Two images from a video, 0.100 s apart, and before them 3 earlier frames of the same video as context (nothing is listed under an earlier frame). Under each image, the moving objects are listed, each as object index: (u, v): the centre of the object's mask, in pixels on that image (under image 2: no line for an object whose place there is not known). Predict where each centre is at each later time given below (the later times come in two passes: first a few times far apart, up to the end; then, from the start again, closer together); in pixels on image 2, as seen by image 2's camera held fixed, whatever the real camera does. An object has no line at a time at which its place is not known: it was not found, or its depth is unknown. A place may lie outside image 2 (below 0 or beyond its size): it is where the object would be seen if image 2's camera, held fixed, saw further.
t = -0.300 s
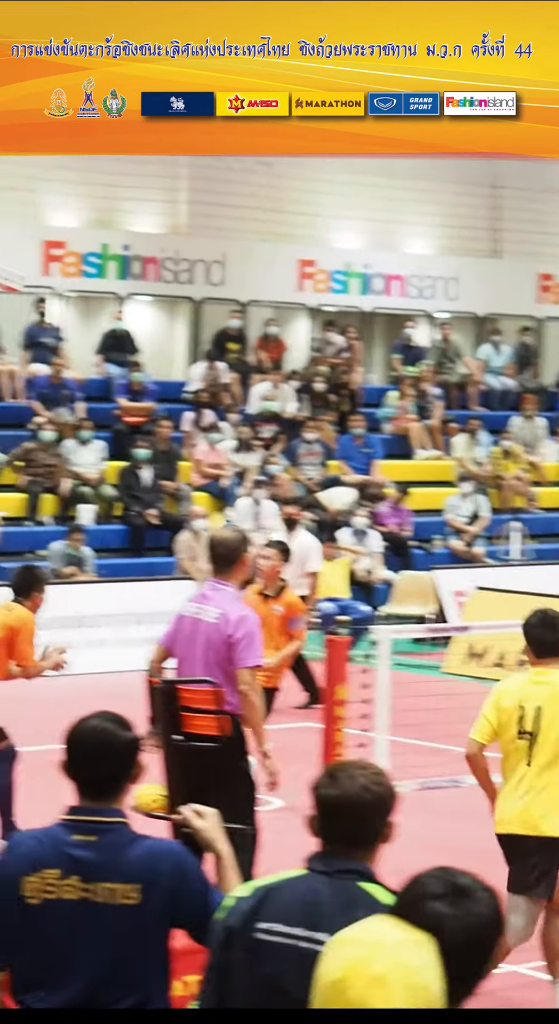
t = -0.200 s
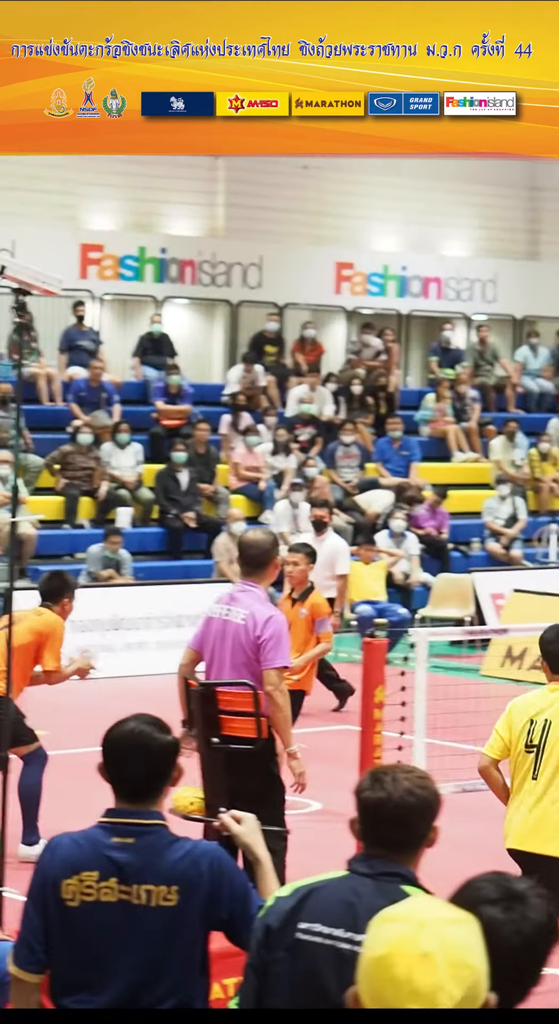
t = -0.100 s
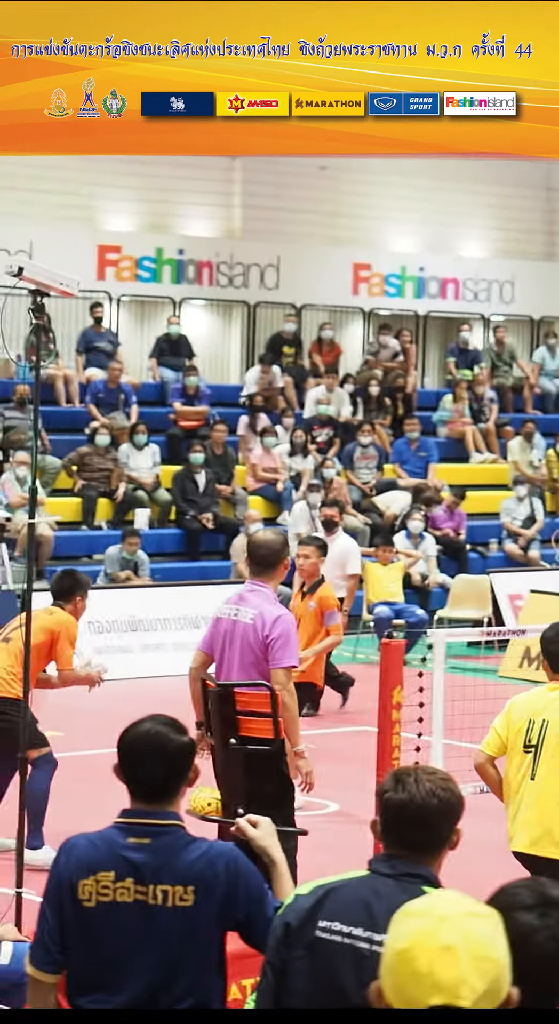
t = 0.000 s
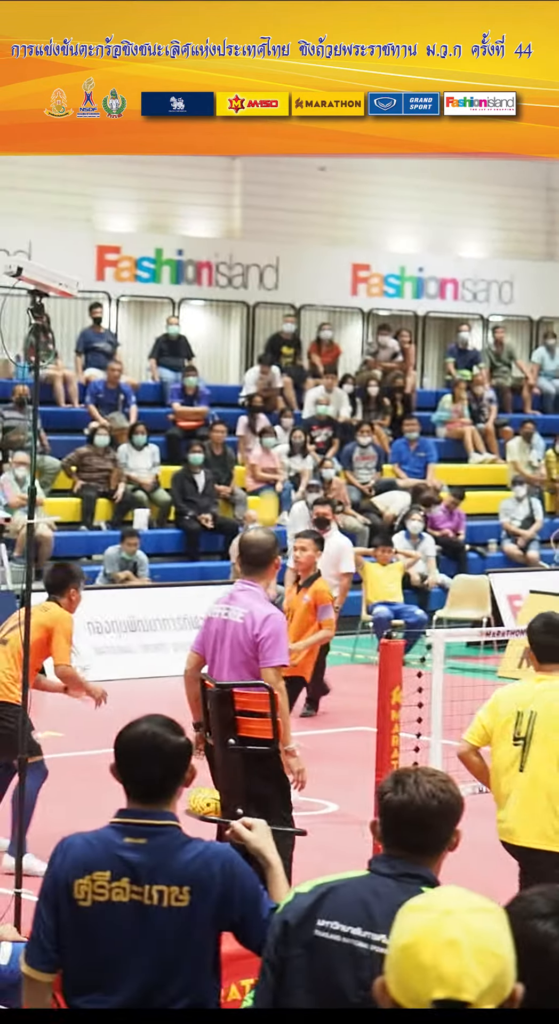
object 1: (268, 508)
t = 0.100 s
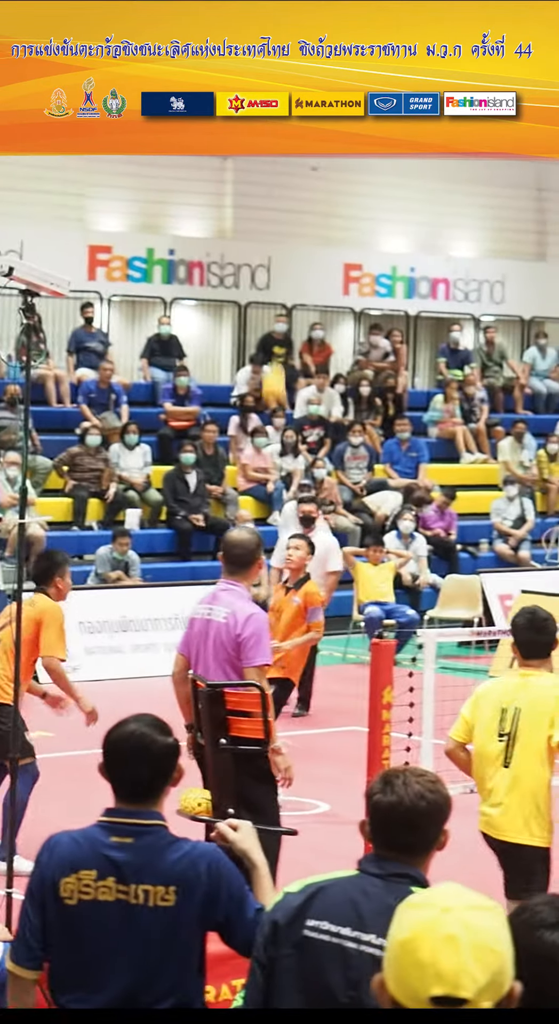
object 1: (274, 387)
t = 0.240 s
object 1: (294, 227)
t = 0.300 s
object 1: (303, 171)
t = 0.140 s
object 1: (280, 336)
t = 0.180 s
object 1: (286, 292)
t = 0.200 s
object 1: (288, 269)
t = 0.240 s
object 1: (294, 227)
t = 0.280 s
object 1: (300, 188)
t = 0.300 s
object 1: (303, 171)
